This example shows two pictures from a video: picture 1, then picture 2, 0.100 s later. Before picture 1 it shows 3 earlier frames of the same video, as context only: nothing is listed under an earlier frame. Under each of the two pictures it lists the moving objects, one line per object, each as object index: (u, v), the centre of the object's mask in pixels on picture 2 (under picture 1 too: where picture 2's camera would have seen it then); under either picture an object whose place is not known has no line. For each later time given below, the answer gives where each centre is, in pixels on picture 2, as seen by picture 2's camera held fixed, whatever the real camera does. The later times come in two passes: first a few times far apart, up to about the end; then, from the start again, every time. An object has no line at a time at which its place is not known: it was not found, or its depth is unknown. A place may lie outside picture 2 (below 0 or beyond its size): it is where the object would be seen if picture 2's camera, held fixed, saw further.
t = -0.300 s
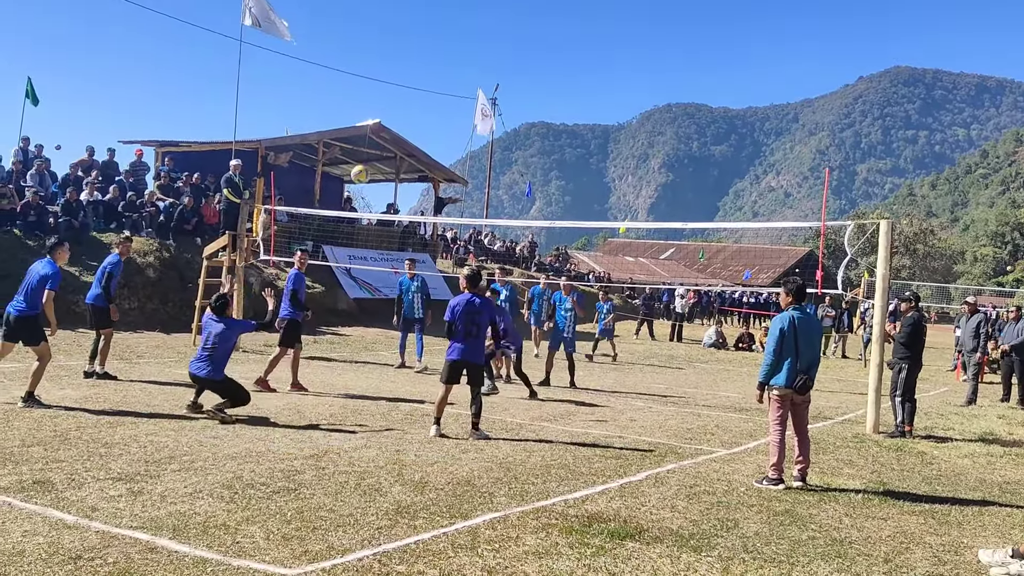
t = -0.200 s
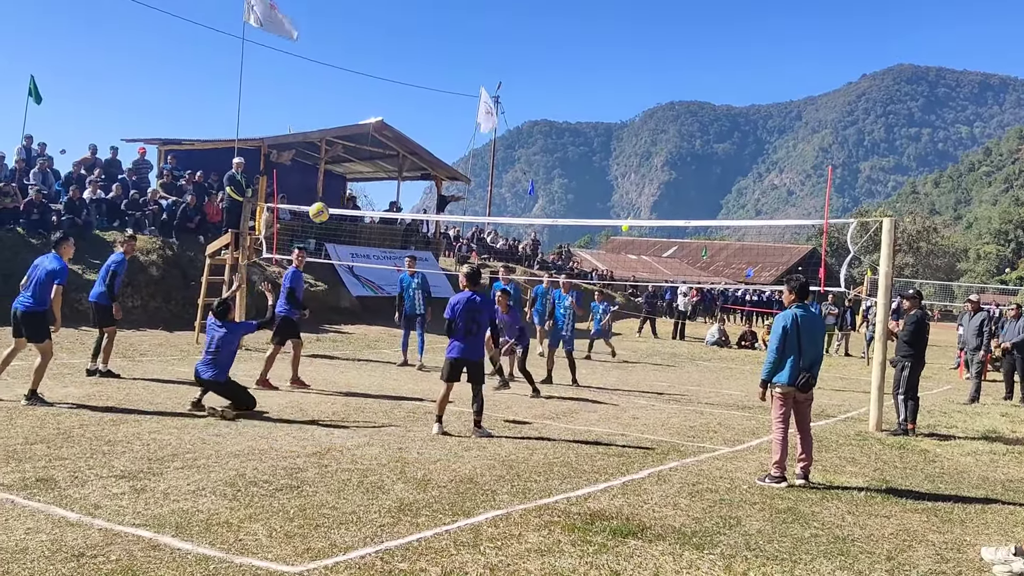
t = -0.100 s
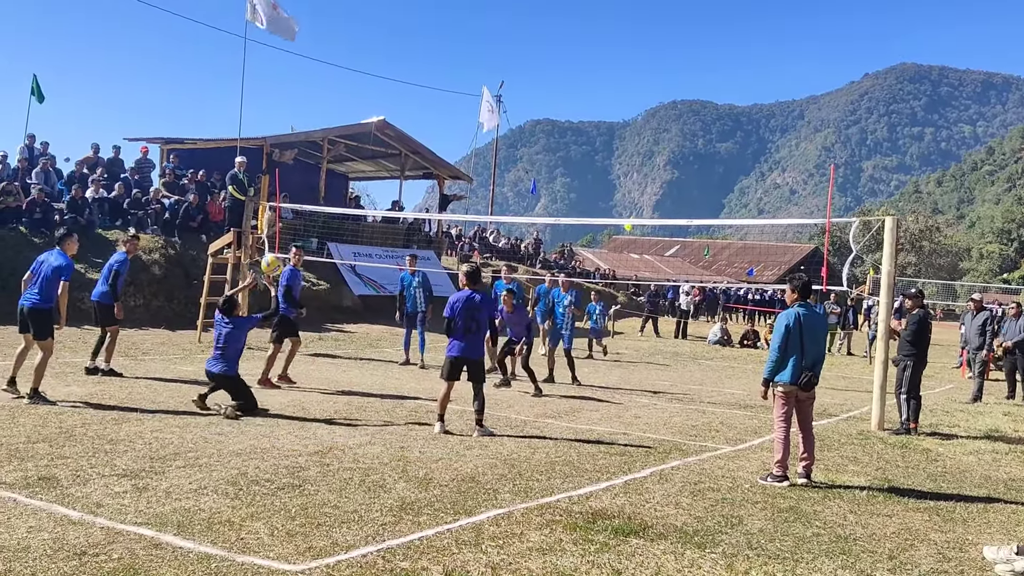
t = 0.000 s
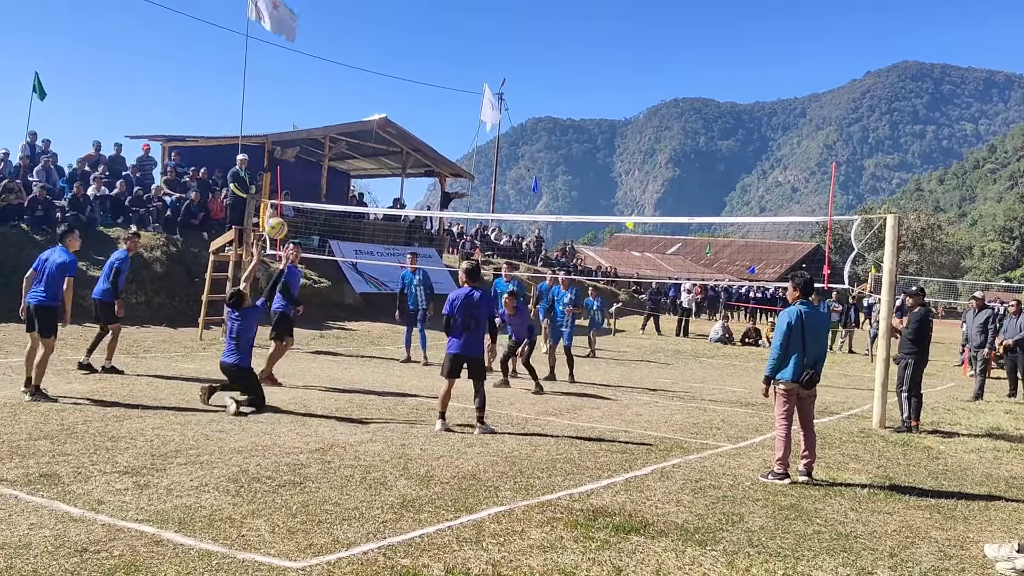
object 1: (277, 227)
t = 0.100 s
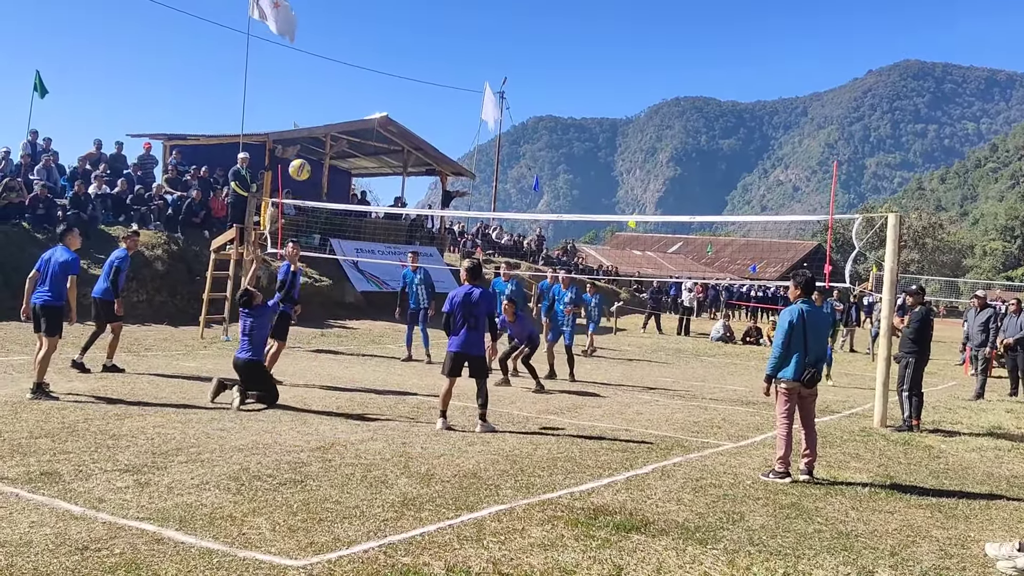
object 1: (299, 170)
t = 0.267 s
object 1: (333, 100)
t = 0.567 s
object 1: (384, 46)
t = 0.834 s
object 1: (421, 67)
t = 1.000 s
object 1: (441, 110)
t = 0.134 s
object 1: (306, 153)
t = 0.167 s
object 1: (313, 138)
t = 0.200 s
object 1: (320, 123)
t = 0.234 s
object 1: (327, 111)
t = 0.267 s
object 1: (333, 100)
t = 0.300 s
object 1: (339, 89)
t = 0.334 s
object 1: (345, 80)
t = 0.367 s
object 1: (351, 72)
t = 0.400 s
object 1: (357, 65)
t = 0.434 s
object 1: (362, 59)
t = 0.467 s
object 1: (368, 54)
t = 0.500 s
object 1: (373, 51)
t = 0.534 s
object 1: (379, 48)
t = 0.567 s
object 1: (384, 46)
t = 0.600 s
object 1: (389, 45)
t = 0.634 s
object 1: (394, 46)
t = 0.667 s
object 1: (399, 47)
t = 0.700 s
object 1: (404, 49)
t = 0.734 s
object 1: (408, 53)
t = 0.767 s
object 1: (413, 57)
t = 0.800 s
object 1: (417, 62)
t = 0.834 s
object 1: (421, 67)
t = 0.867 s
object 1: (426, 74)
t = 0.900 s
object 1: (429, 82)
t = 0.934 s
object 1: (433, 91)
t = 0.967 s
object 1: (437, 100)
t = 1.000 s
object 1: (441, 110)
